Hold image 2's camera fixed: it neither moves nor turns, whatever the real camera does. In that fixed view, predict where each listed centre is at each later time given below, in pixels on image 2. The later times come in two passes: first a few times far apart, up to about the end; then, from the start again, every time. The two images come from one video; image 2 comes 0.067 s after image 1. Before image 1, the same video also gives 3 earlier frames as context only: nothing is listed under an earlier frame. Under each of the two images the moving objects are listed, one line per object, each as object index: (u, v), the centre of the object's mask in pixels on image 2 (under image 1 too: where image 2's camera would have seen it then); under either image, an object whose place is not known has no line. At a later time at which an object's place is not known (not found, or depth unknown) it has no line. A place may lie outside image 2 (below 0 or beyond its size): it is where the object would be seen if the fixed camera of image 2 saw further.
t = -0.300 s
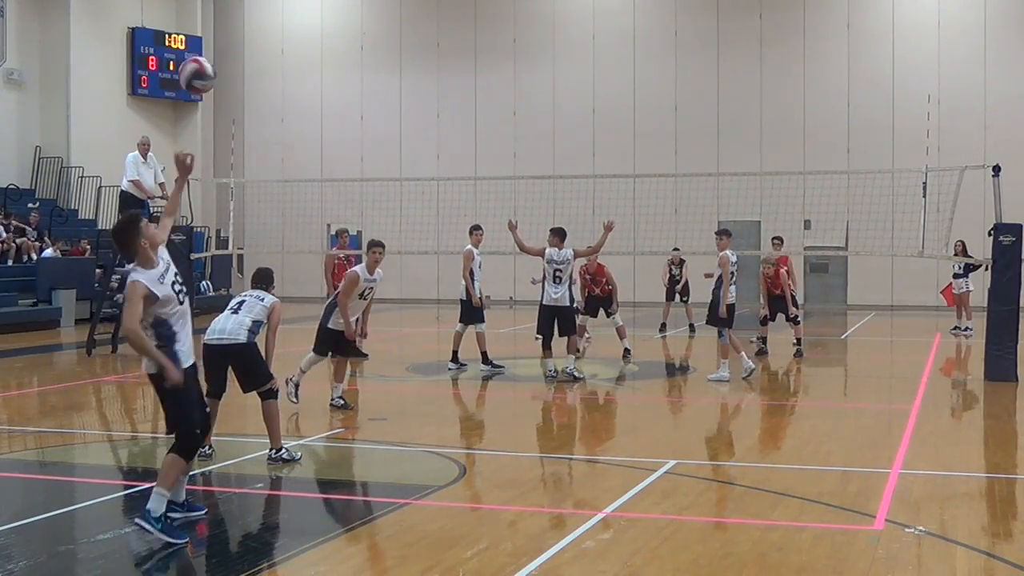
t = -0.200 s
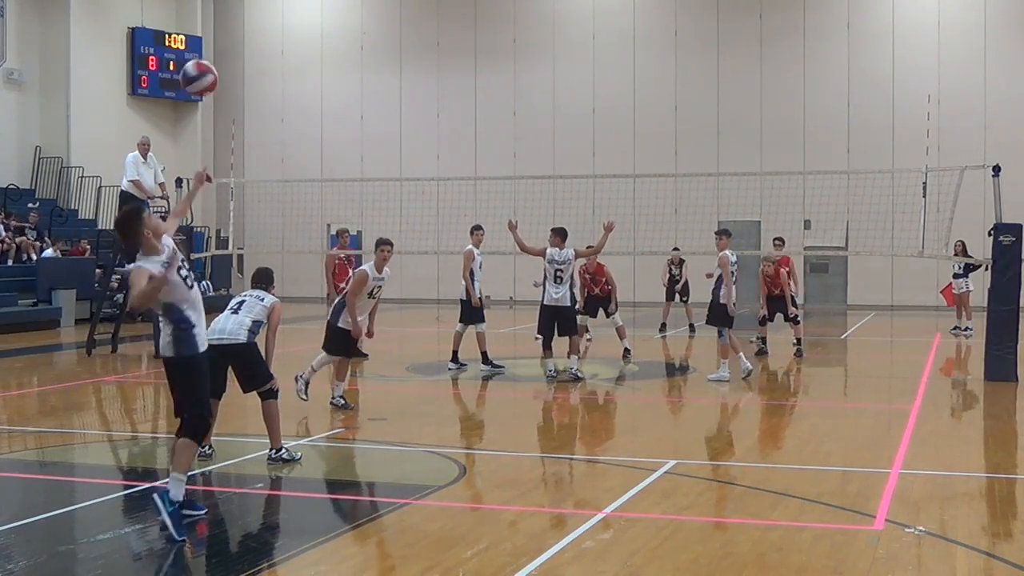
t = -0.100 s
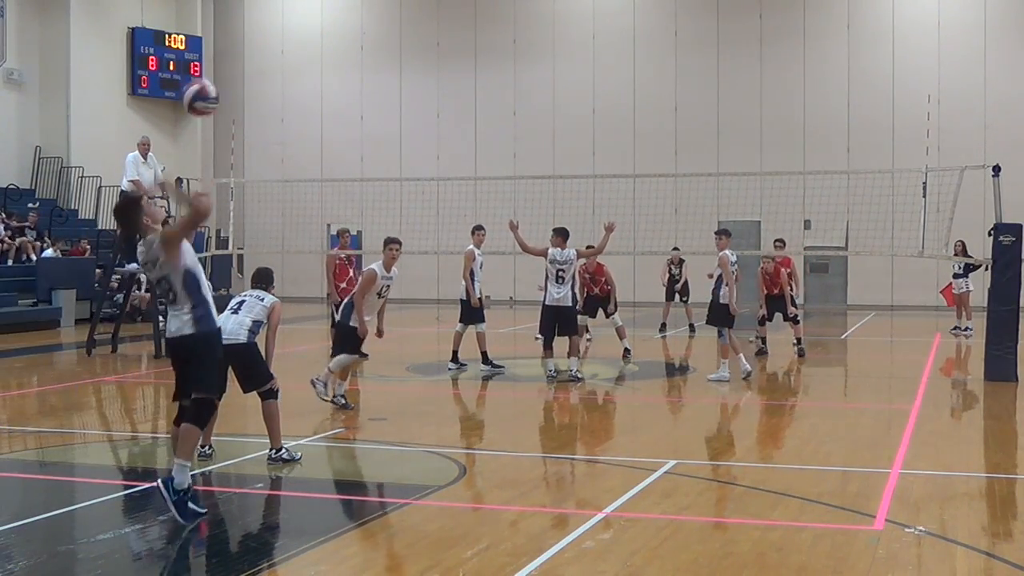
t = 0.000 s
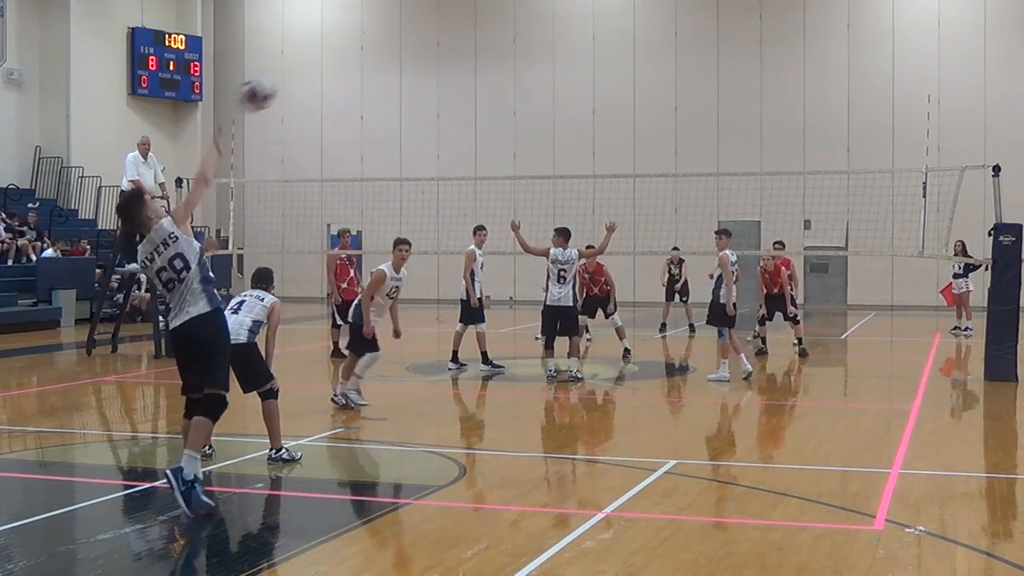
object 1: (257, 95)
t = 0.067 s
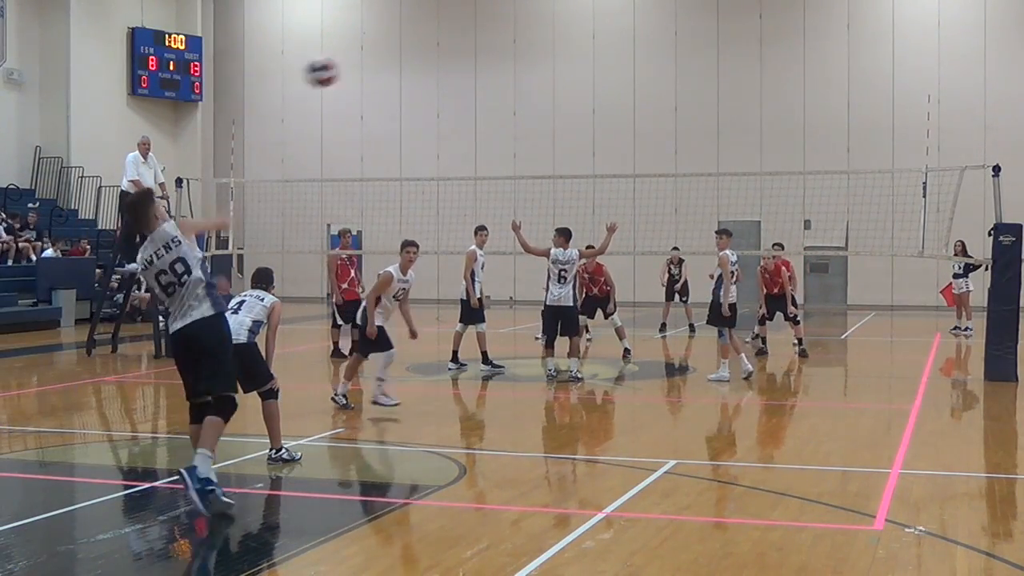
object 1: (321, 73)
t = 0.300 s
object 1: (481, 58)
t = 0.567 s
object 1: (583, 100)
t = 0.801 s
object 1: (635, 166)
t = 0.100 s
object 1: (350, 65)
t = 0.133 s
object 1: (375, 60)
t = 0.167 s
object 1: (399, 58)
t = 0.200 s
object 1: (422, 56)
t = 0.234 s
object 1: (443, 54)
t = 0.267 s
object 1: (462, 56)
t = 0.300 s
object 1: (481, 58)
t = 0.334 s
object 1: (497, 61)
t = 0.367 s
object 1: (513, 65)
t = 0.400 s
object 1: (527, 69)
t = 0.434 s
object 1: (540, 74)
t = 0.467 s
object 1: (553, 80)
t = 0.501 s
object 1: (563, 86)
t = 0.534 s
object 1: (574, 93)
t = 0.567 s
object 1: (583, 100)
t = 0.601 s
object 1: (592, 108)
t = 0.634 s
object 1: (601, 117)
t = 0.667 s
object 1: (609, 126)
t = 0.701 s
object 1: (616, 135)
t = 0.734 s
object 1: (623, 145)
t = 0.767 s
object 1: (629, 155)
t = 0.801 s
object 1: (635, 166)
